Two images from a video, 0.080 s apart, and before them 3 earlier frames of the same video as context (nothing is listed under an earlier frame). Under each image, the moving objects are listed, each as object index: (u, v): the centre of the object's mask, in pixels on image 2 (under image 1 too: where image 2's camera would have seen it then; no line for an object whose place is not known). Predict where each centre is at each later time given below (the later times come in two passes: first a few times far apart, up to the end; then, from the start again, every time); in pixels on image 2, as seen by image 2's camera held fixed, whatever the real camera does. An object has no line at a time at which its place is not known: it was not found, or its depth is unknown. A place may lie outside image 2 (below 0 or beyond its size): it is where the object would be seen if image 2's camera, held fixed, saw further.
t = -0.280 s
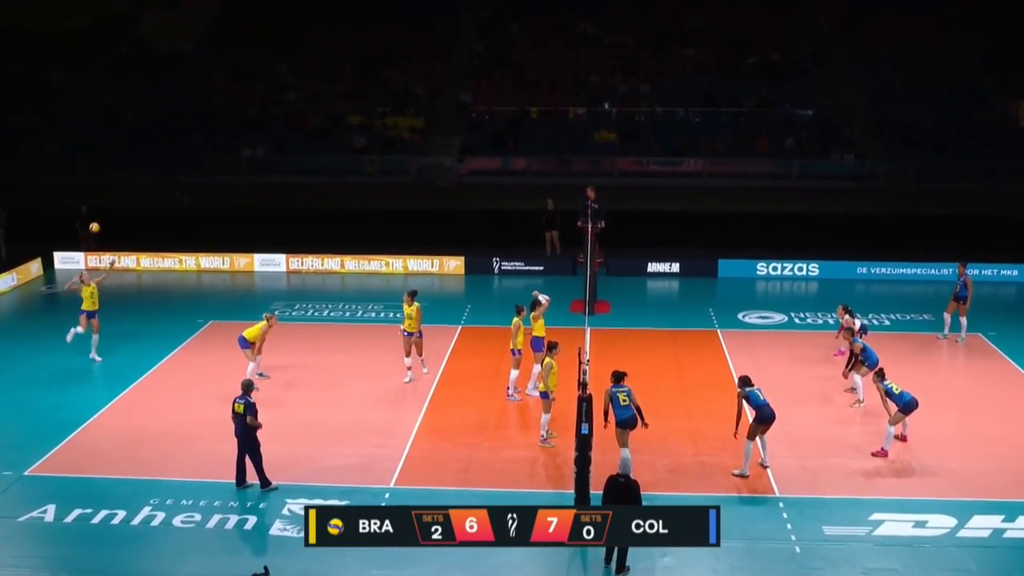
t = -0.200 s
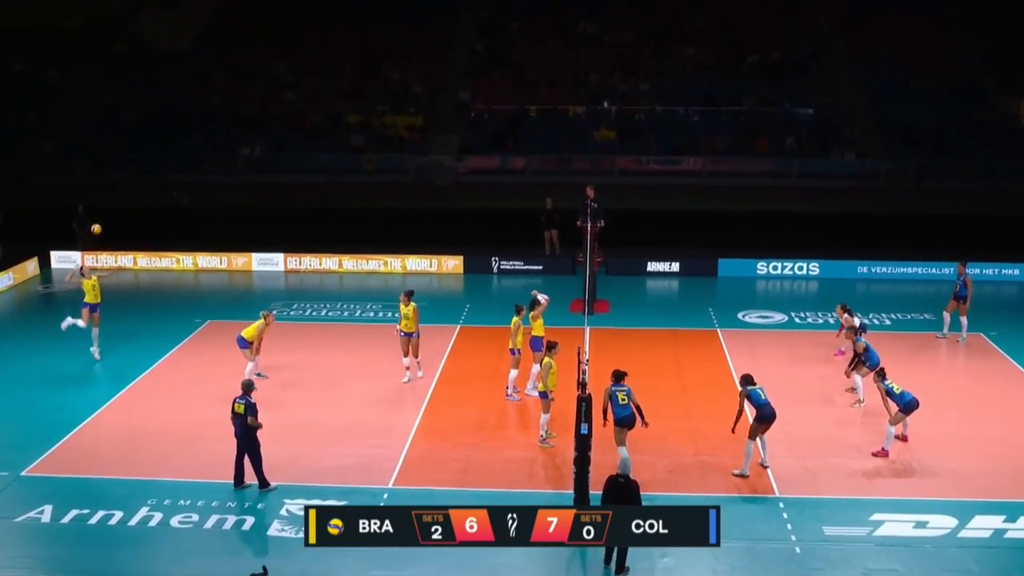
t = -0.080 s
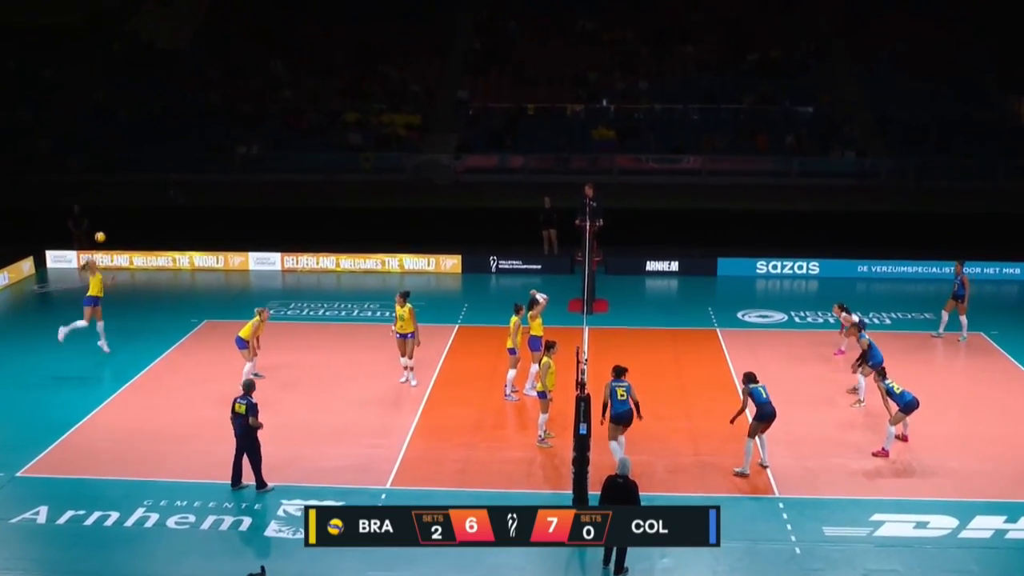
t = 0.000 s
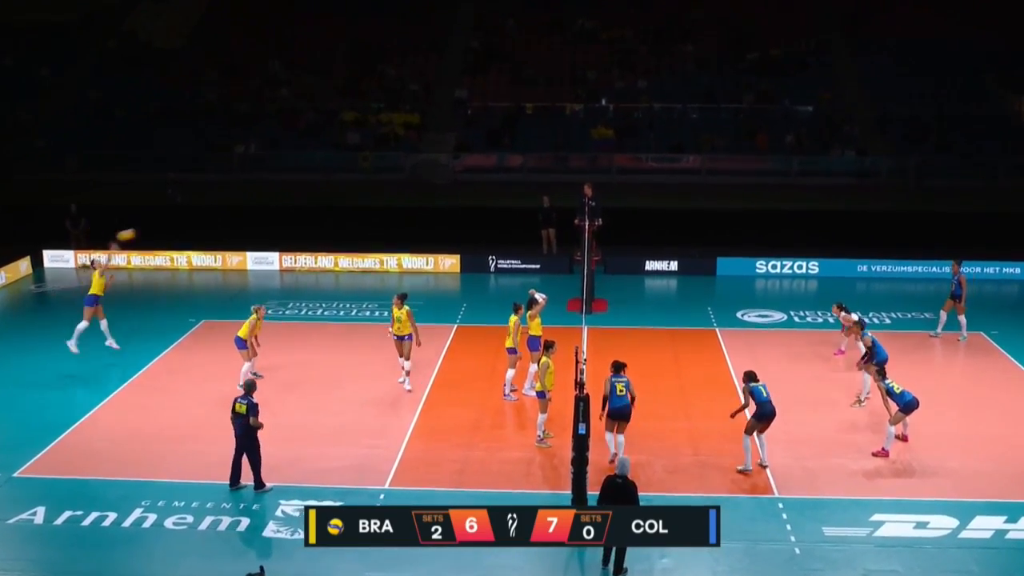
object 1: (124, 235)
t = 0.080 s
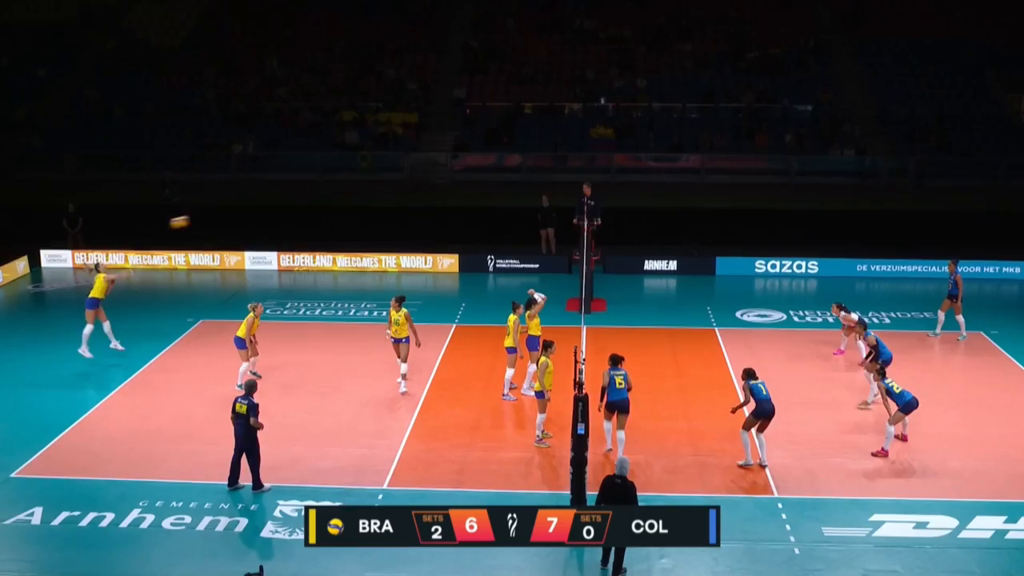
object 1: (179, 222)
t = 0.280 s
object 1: (316, 203)
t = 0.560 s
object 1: (509, 209)
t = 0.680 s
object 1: (588, 223)
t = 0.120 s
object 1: (207, 217)
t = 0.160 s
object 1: (234, 212)
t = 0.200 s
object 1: (260, 207)
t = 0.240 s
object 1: (288, 204)
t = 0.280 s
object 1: (316, 203)
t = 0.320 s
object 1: (344, 201)
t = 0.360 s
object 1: (372, 201)
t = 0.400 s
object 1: (400, 201)
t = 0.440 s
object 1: (427, 202)
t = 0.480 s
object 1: (454, 204)
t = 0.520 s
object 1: (482, 206)
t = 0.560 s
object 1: (509, 209)
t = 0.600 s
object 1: (536, 213)
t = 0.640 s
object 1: (562, 217)
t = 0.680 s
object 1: (588, 223)
